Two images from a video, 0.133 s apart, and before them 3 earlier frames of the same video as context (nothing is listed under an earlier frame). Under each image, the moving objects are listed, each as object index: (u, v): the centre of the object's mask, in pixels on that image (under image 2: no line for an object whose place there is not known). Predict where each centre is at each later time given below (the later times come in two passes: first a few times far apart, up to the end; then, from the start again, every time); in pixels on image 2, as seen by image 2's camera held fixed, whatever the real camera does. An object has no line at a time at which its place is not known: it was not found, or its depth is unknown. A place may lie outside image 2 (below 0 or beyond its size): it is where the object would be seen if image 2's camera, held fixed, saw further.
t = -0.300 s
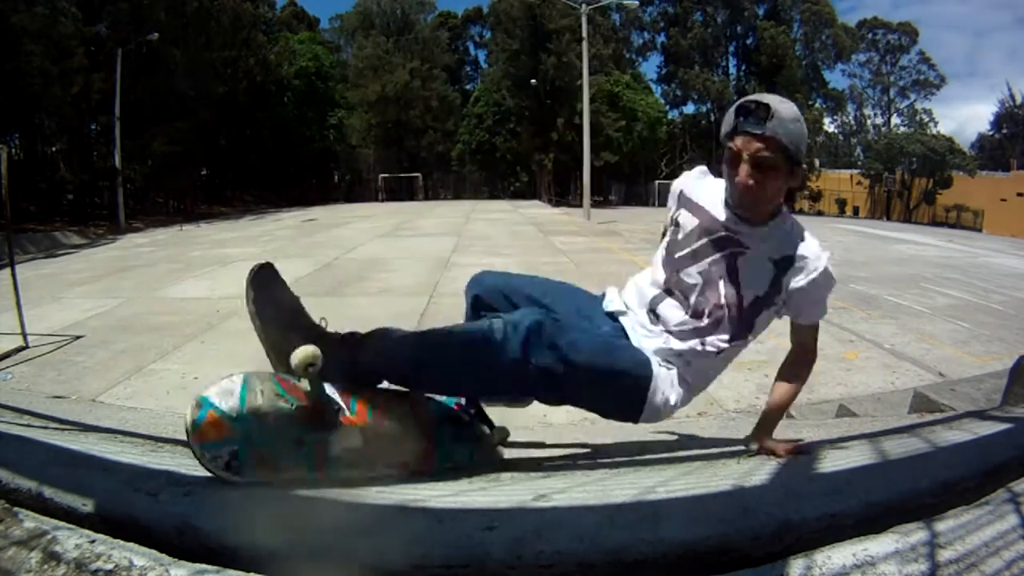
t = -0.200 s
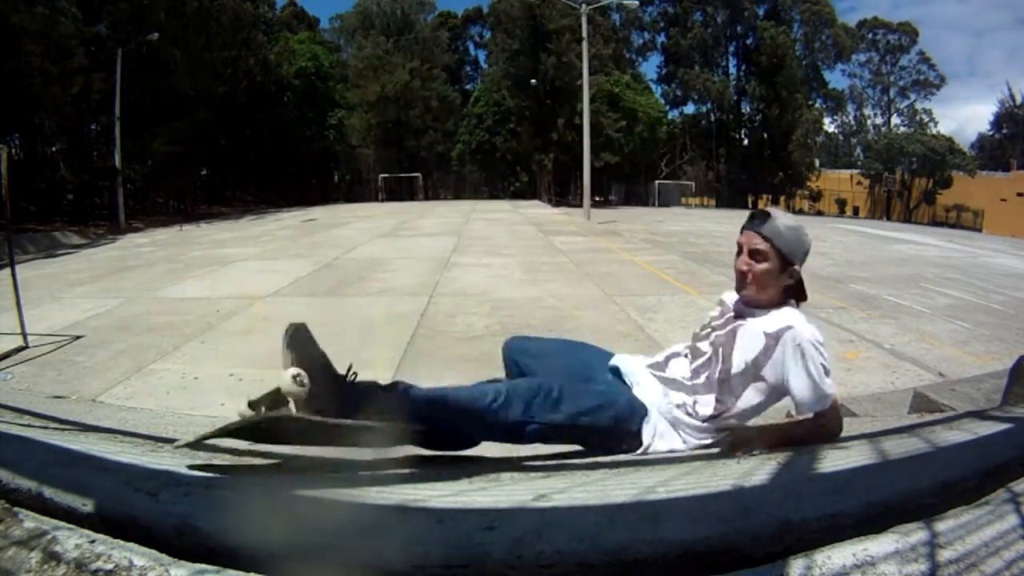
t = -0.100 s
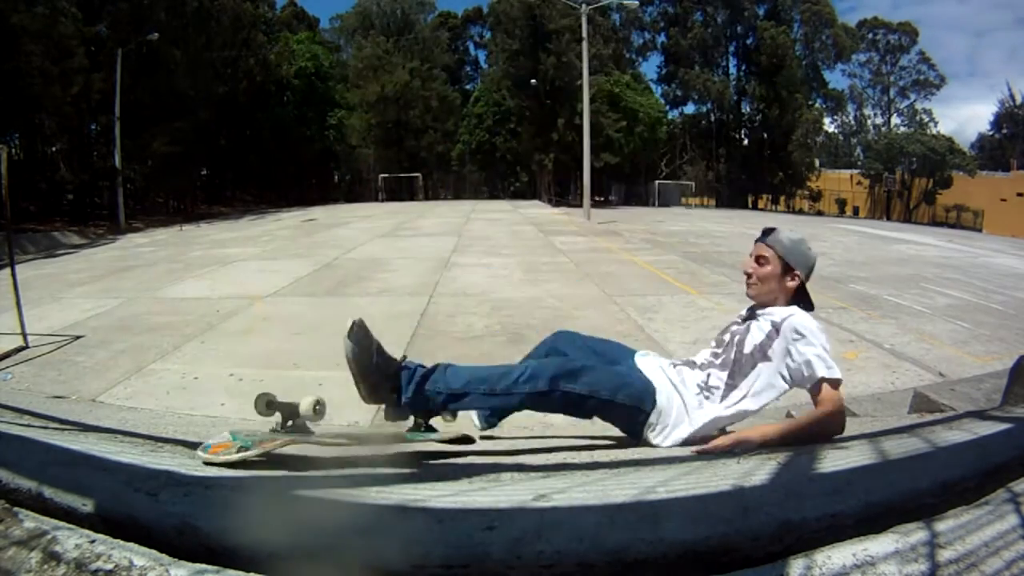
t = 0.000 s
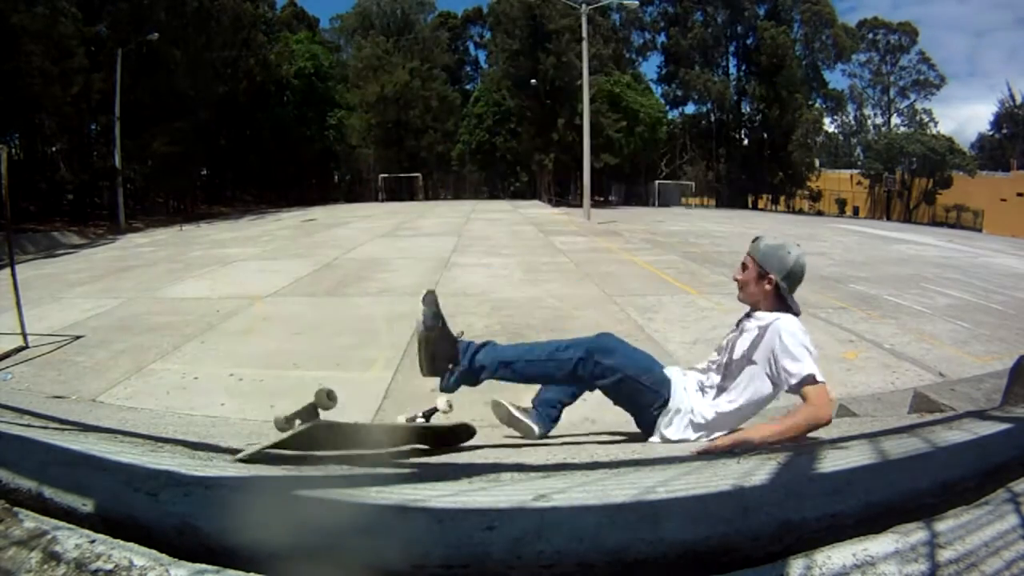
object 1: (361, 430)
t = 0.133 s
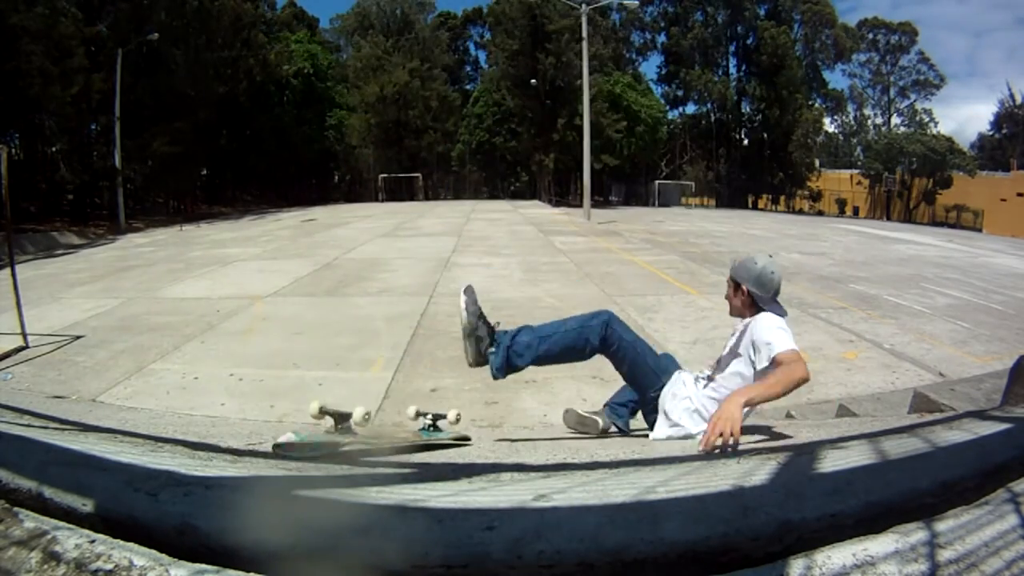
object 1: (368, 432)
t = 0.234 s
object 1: (385, 432)
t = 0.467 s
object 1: (415, 424)
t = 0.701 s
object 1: (430, 415)
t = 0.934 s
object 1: (422, 414)
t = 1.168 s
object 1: (415, 415)
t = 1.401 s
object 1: (410, 415)
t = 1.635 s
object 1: (407, 415)
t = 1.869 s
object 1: (408, 415)
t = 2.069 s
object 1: (405, 414)
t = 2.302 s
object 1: (405, 413)
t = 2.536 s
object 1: (405, 413)
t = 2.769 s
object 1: (405, 413)
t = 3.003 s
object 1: (405, 413)
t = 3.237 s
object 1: (405, 413)
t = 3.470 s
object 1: (405, 413)
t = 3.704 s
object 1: (405, 413)
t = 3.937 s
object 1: (405, 413)
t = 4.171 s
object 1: (405, 413)
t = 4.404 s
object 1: (405, 413)
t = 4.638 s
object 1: (405, 413)
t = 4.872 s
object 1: (405, 413)
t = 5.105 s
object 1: (405, 413)
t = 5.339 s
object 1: (405, 413)
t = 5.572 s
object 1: (405, 413)
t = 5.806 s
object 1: (405, 413)
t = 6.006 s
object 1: (405, 413)
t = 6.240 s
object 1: (405, 413)
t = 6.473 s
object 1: (405, 413)
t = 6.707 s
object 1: (405, 413)
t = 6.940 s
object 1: (405, 414)
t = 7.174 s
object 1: (405, 413)
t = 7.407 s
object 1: (405, 414)
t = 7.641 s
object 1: (405, 414)
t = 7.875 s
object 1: (405, 414)
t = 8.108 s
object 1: (405, 414)
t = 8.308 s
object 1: (405, 414)
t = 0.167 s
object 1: (373, 429)
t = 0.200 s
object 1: (378, 430)
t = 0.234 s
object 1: (385, 432)
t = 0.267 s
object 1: (390, 427)
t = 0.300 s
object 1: (398, 426)
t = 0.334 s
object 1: (401, 424)
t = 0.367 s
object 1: (405, 424)
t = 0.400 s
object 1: (408, 424)
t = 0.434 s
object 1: (412, 426)
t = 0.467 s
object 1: (415, 424)
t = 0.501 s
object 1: (417, 423)
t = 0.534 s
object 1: (422, 423)
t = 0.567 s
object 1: (426, 422)
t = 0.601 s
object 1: (427, 419)
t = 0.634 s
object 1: (427, 416)
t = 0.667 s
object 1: (428, 415)
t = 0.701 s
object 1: (430, 415)
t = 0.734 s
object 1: (429, 413)
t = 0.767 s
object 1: (429, 413)
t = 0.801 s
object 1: (428, 414)
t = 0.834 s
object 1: (426, 415)
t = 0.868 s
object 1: (425, 414)
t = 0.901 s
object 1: (423, 414)
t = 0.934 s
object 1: (422, 414)
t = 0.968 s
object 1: (420, 414)
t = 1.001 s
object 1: (419, 414)
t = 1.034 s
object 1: (419, 414)
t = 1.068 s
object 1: (418, 415)
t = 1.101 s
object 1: (416, 414)
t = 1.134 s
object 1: (416, 414)
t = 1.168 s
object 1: (415, 415)
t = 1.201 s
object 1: (415, 415)
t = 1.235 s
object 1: (414, 415)
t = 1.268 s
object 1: (413, 415)
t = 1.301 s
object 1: (413, 414)
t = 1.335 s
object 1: (412, 415)
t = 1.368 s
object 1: (411, 415)
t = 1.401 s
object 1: (410, 415)
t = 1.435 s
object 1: (409, 415)
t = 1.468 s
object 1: (409, 415)
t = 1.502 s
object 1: (408, 415)
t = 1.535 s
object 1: (408, 415)
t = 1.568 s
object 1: (408, 415)
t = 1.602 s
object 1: (407, 415)
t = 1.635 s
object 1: (407, 415)
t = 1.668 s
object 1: (411, 415)
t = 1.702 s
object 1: (411, 415)
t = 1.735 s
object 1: (411, 415)
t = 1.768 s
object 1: (410, 415)
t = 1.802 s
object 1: (411, 415)
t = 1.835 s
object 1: (409, 415)
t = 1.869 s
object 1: (408, 415)
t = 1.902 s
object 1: (407, 415)
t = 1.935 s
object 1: (406, 415)
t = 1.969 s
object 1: (407, 415)
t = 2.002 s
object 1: (406, 414)
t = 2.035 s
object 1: (406, 414)
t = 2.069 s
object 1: (405, 414)
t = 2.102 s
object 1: (405, 414)
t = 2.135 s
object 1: (404, 413)
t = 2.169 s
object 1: (405, 413)
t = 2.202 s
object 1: (405, 413)
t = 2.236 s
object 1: (405, 413)
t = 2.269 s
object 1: (404, 413)
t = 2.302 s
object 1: (405, 413)
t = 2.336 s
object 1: (405, 413)
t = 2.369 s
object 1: (405, 413)
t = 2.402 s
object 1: (405, 413)
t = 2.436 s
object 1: (405, 413)
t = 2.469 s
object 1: (405, 413)
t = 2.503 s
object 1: (405, 413)
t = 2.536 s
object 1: (405, 413)
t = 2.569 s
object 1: (405, 413)
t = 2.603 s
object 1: (405, 413)
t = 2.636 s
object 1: (405, 413)
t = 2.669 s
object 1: (405, 413)
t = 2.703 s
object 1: (405, 413)
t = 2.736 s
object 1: (405, 413)
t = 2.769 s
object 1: (405, 413)
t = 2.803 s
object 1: (405, 413)
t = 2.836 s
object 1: (405, 413)
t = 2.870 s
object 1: (405, 413)
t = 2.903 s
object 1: (405, 413)
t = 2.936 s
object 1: (405, 413)
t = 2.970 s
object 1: (405, 413)
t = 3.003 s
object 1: (405, 413)
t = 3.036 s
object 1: (405, 413)
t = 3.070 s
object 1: (405, 413)
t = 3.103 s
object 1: (405, 413)
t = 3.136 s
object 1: (405, 413)
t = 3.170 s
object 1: (405, 413)
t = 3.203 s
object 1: (405, 413)
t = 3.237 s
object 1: (405, 413)
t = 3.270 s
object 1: (405, 413)
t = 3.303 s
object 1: (405, 413)
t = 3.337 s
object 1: (405, 413)
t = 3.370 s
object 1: (405, 413)
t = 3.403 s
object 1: (405, 413)
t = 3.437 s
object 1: (405, 413)
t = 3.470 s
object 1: (405, 413)
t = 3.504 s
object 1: (405, 413)
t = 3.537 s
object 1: (405, 413)
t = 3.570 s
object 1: (405, 413)
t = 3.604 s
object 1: (405, 413)
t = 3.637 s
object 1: (405, 413)
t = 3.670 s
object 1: (405, 413)
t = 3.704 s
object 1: (405, 413)
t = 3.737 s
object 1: (405, 413)
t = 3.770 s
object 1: (405, 413)
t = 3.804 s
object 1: (405, 413)
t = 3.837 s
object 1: (405, 413)
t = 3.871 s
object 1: (405, 413)
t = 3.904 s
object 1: (405, 413)
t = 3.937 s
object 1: (405, 413)
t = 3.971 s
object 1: (405, 413)
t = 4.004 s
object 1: (405, 413)
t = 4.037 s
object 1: (405, 413)
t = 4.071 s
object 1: (405, 413)
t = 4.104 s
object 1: (405, 413)
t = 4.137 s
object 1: (405, 413)
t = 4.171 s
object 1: (405, 413)
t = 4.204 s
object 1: (405, 413)
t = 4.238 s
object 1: (405, 413)
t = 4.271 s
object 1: (405, 413)
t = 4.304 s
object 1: (405, 413)
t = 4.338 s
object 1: (405, 413)
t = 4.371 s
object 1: (405, 413)
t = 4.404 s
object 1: (405, 413)
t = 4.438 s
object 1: (405, 413)
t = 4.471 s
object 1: (405, 413)
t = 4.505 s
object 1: (405, 413)
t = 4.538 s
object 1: (405, 413)
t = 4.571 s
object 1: (405, 413)
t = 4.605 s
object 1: (405, 413)
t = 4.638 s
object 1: (405, 413)
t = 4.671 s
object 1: (405, 413)
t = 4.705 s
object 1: (405, 413)
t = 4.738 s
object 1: (405, 413)
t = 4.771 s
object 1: (405, 413)
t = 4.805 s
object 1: (405, 413)
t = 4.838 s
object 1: (405, 413)
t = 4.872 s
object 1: (405, 413)
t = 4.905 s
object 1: (405, 413)
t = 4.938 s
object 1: (405, 413)
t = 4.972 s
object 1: (405, 413)
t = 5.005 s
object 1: (405, 413)
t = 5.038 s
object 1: (405, 413)
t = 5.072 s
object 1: (405, 413)
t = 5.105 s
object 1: (405, 413)
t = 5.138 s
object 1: (405, 413)
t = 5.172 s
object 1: (405, 413)
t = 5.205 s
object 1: (405, 413)
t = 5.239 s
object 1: (405, 413)
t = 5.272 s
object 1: (405, 413)
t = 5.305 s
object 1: (405, 413)
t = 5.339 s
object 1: (405, 413)
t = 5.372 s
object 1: (405, 413)
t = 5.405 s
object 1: (405, 413)
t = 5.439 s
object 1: (405, 413)
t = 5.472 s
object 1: (405, 413)
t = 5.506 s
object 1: (405, 413)
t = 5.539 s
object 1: (405, 413)
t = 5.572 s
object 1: (405, 413)
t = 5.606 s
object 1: (405, 413)
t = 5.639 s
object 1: (405, 413)
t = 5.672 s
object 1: (405, 413)
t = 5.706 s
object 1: (405, 413)
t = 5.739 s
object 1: (405, 413)
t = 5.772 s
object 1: (405, 413)
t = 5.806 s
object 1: (405, 413)
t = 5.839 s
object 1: (405, 413)
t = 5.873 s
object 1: (405, 413)
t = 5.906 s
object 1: (405, 413)
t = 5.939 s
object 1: (405, 413)
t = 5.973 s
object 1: (405, 413)
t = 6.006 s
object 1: (405, 413)
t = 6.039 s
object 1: (405, 413)
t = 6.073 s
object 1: (405, 413)
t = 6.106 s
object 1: (405, 413)
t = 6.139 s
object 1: (405, 413)
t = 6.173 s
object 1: (405, 413)
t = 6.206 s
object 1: (405, 413)
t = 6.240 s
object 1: (405, 413)
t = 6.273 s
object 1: (405, 413)
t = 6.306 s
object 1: (405, 413)
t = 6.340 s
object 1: (405, 413)
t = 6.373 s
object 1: (405, 413)
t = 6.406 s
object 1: (405, 413)
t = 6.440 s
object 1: (405, 413)
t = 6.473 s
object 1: (405, 413)
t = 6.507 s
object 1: (405, 413)
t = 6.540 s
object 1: (405, 413)
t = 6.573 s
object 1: (405, 413)
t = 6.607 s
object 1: (405, 413)
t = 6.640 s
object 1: (405, 413)
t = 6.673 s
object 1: (405, 413)
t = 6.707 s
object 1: (405, 413)
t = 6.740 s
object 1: (405, 413)
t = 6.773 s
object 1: (405, 413)
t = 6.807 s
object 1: (405, 414)
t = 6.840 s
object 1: (405, 413)
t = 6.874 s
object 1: (405, 414)
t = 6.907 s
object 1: (405, 414)
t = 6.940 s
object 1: (405, 414)
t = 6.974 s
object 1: (405, 414)
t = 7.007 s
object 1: (405, 413)
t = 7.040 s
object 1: (405, 413)
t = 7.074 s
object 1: (405, 414)
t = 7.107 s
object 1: (405, 414)
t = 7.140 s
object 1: (405, 414)
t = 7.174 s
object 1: (405, 413)
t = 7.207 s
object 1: (405, 413)
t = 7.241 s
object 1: (405, 414)
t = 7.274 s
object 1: (405, 414)
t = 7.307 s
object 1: (405, 414)
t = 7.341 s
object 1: (405, 414)
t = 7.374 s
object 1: (405, 414)
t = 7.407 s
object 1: (405, 414)
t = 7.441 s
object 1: (405, 414)
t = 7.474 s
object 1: (405, 414)
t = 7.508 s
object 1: (405, 414)
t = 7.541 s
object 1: (405, 414)
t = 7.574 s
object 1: (405, 414)
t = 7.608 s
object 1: (405, 414)
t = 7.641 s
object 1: (405, 414)
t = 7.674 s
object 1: (405, 414)
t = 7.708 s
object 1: (405, 414)
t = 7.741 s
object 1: (405, 414)
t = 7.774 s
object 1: (405, 414)
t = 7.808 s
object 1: (405, 414)
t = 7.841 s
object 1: (405, 414)
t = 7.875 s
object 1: (405, 414)
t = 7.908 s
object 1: (405, 414)
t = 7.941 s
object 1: (405, 414)
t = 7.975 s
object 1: (405, 414)
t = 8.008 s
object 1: (405, 414)
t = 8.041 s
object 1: (405, 414)
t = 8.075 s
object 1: (405, 414)
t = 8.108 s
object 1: (405, 414)
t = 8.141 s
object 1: (405, 414)
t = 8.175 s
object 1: (405, 414)
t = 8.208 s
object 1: (405, 414)
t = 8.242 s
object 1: (405, 414)
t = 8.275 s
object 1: (405, 414)
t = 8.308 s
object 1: (405, 414)
